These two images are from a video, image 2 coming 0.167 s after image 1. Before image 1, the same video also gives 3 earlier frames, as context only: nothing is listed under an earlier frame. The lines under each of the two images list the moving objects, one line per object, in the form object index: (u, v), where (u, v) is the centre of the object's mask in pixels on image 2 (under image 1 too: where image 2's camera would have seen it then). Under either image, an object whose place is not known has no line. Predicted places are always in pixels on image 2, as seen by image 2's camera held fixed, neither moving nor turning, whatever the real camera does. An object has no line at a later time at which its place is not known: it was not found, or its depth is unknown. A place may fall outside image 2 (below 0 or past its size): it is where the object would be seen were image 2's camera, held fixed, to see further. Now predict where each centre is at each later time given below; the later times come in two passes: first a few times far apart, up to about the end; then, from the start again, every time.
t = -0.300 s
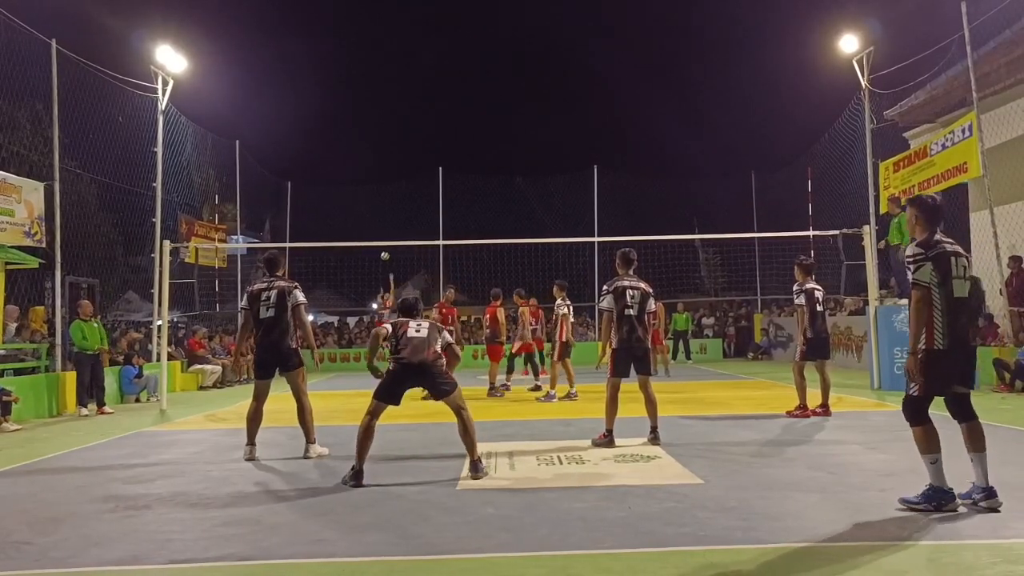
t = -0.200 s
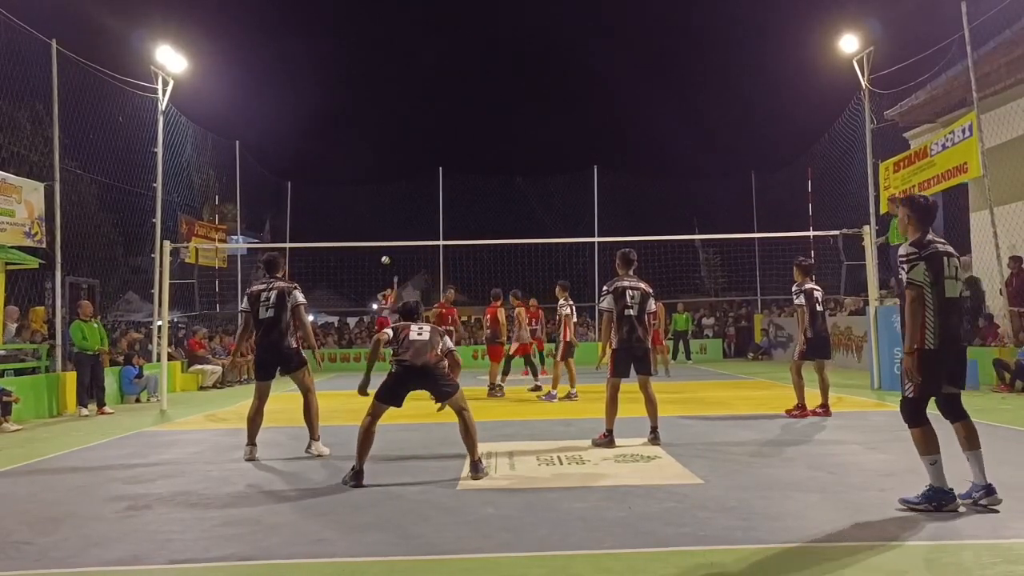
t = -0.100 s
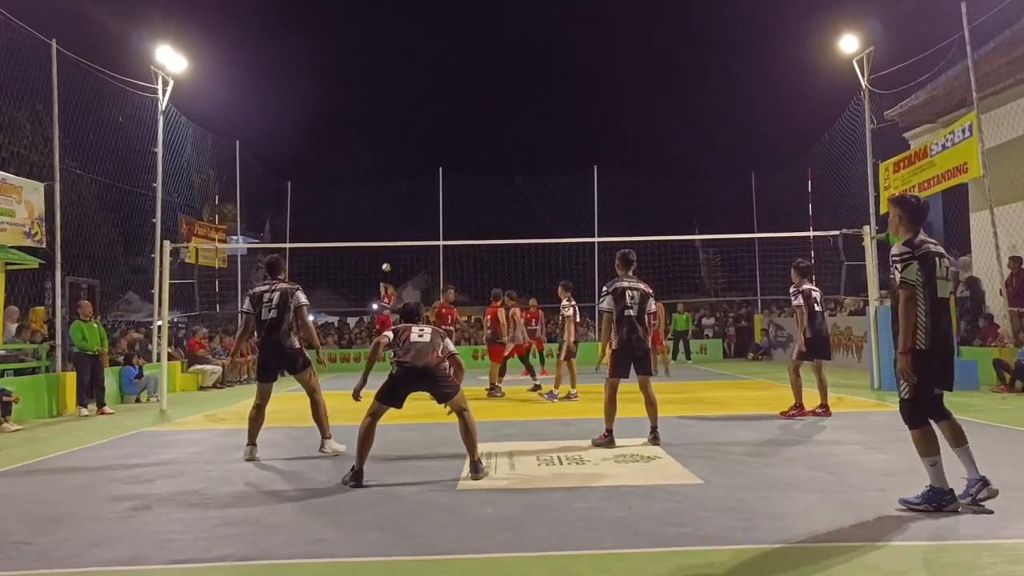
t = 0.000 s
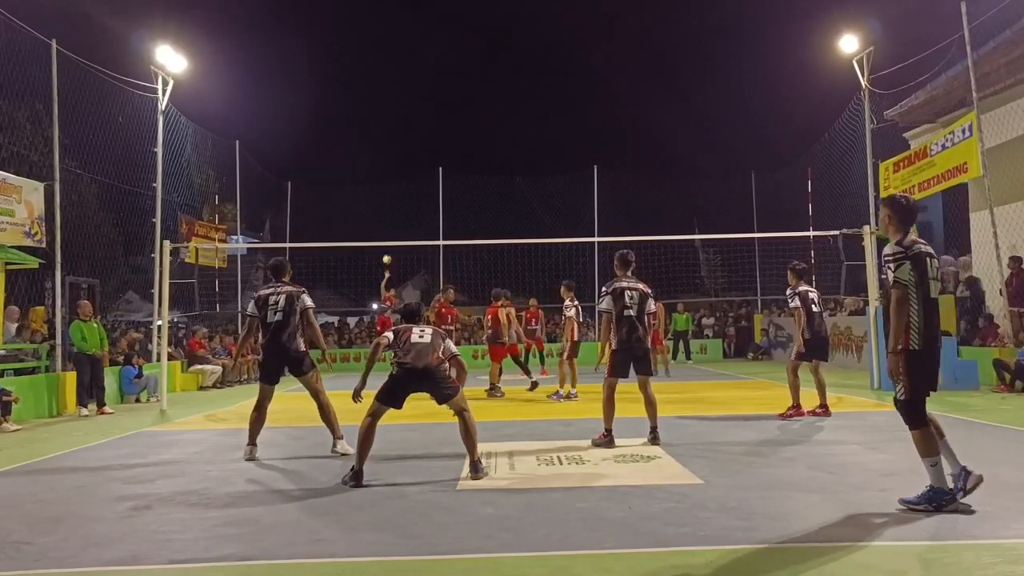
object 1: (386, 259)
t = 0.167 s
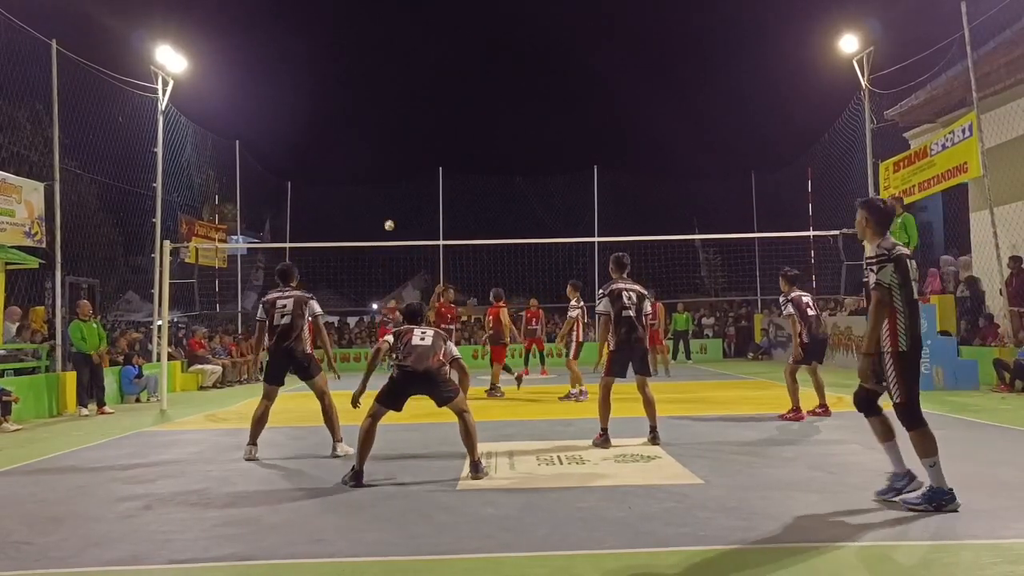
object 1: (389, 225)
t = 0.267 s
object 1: (390, 207)
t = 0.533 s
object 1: (392, 169)
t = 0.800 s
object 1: (398, 162)
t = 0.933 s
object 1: (401, 177)
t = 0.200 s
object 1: (389, 219)
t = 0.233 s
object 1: (390, 213)
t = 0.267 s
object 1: (390, 207)
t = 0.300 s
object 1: (390, 201)
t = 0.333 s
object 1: (391, 196)
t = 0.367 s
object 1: (391, 191)
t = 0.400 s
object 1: (391, 186)
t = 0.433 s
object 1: (391, 181)
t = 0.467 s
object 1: (391, 177)
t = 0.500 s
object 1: (392, 173)
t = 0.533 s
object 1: (392, 169)
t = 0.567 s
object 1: (393, 166)
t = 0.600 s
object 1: (394, 164)
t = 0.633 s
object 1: (395, 162)
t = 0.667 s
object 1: (395, 161)
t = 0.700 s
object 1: (396, 160)
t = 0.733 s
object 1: (397, 161)
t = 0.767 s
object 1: (397, 161)
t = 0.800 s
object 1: (398, 162)
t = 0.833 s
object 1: (399, 165)
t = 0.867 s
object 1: (399, 168)
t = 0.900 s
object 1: (400, 172)
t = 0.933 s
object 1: (401, 177)
